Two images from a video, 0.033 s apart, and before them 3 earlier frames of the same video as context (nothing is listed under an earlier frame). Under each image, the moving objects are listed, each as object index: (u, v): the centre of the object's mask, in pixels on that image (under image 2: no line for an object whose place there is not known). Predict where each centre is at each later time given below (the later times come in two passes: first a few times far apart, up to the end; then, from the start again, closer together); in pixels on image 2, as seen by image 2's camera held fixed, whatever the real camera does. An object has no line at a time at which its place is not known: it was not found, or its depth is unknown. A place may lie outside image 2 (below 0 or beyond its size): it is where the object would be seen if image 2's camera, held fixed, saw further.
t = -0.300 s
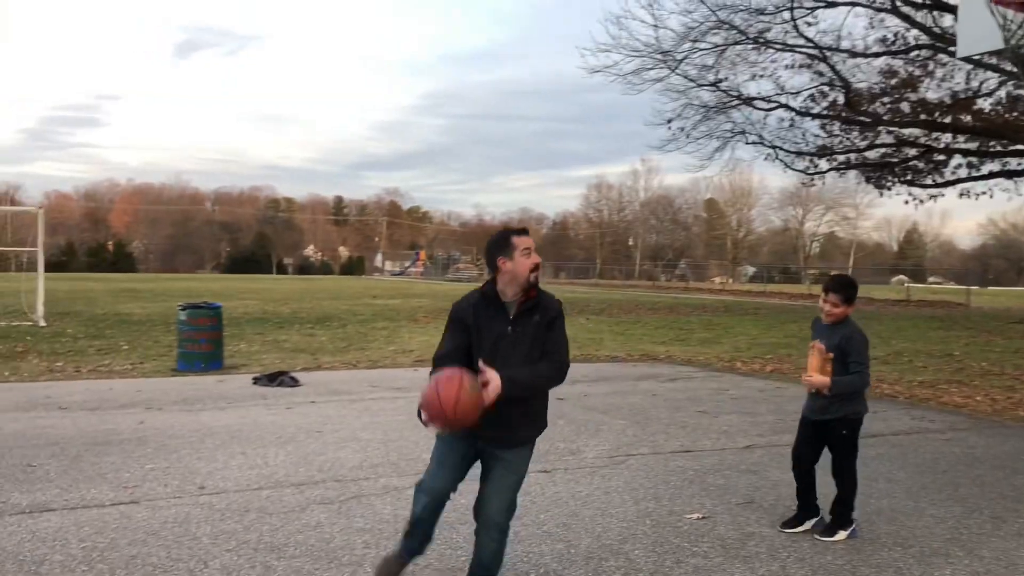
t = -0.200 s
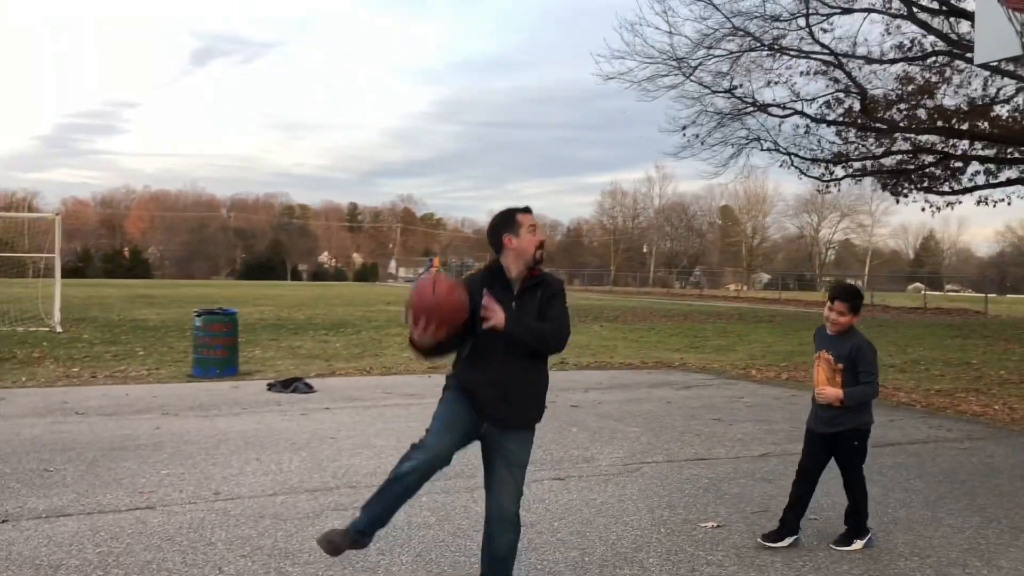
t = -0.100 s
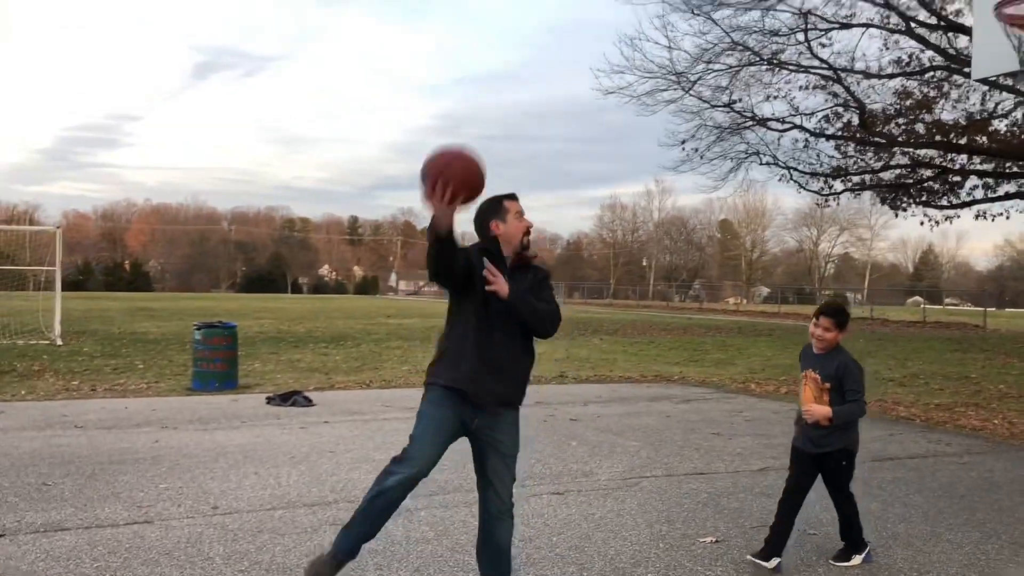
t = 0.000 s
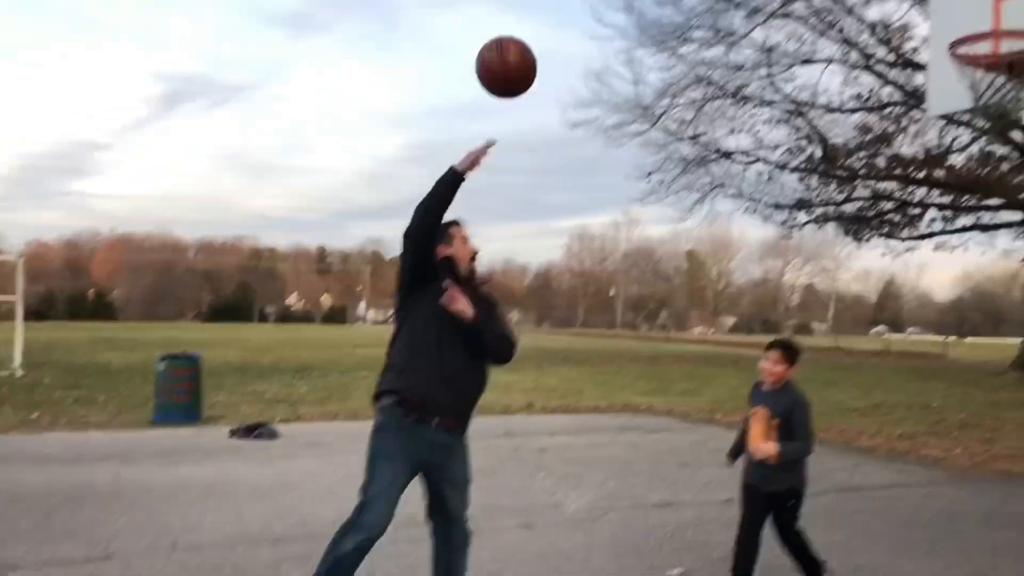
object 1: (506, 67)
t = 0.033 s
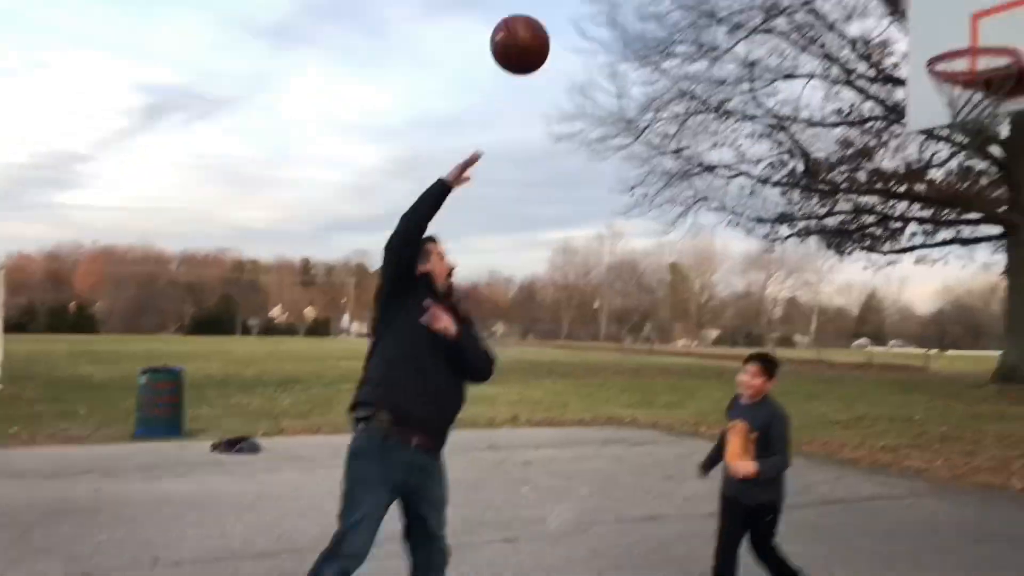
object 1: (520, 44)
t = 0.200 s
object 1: (651, -72)
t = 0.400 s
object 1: (767, -132)
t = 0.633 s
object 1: (864, -103)
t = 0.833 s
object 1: (933, -22)
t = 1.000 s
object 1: (860, 47)
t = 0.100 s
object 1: (576, -12)
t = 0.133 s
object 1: (602, -33)
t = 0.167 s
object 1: (627, -54)
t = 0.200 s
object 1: (651, -72)
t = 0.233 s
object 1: (674, -92)
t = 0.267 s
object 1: (697, -104)
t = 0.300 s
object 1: (718, -117)
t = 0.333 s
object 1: (738, -127)
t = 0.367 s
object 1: (752, -130)
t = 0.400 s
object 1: (767, -132)
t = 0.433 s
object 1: (784, -132)
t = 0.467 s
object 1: (800, -129)
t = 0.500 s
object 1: (815, -127)
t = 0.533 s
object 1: (831, -122)
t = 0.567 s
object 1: (844, -116)
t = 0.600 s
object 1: (851, -112)
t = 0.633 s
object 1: (864, -103)
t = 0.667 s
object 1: (877, -92)
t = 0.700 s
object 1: (890, -80)
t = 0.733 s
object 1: (903, -67)
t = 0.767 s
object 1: (915, -52)
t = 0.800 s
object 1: (927, -38)
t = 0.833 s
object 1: (933, -22)
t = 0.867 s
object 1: (920, -13)
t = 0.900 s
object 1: (907, -2)
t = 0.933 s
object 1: (892, 12)
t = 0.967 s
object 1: (876, 28)
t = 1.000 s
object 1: (860, 47)
